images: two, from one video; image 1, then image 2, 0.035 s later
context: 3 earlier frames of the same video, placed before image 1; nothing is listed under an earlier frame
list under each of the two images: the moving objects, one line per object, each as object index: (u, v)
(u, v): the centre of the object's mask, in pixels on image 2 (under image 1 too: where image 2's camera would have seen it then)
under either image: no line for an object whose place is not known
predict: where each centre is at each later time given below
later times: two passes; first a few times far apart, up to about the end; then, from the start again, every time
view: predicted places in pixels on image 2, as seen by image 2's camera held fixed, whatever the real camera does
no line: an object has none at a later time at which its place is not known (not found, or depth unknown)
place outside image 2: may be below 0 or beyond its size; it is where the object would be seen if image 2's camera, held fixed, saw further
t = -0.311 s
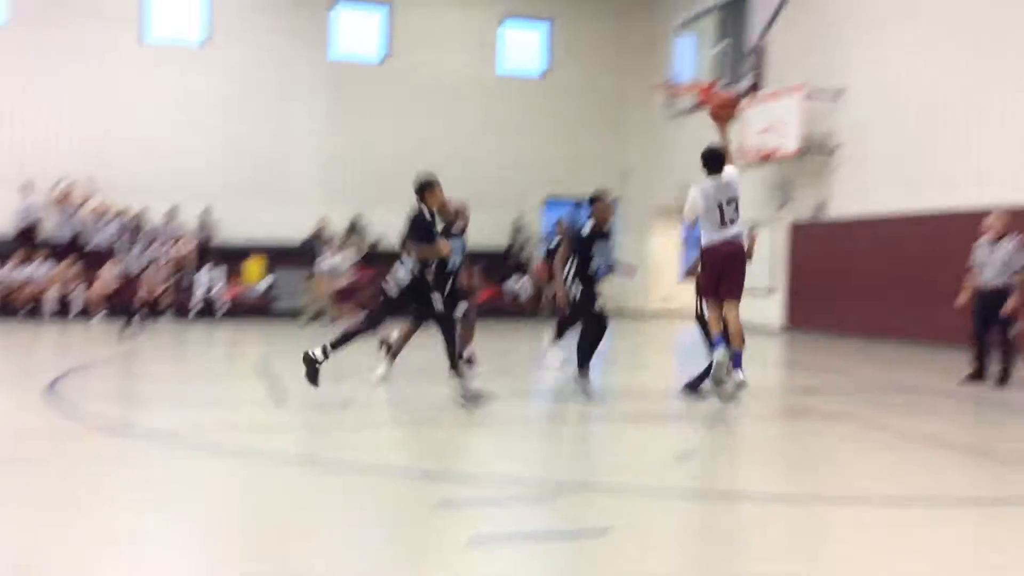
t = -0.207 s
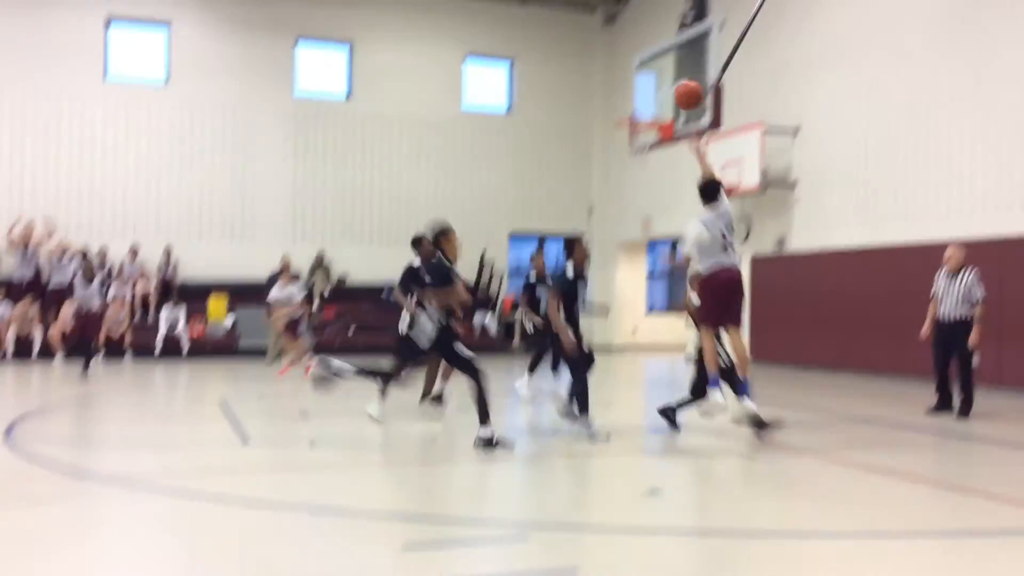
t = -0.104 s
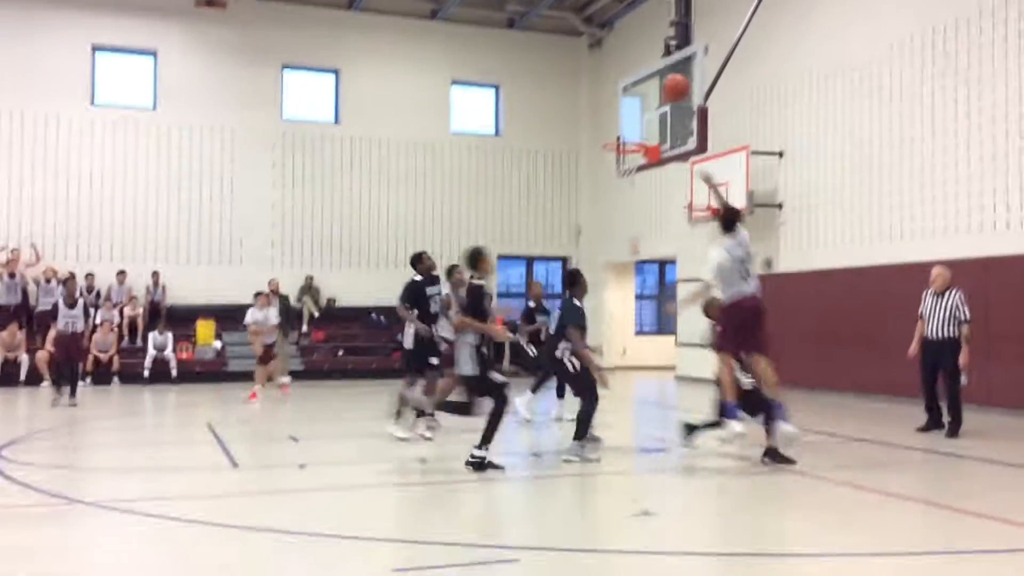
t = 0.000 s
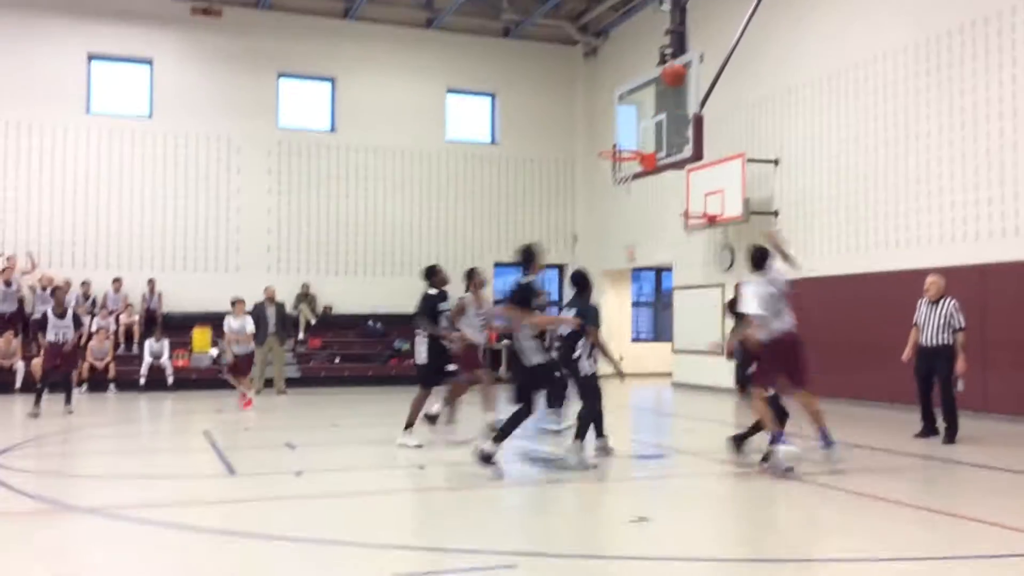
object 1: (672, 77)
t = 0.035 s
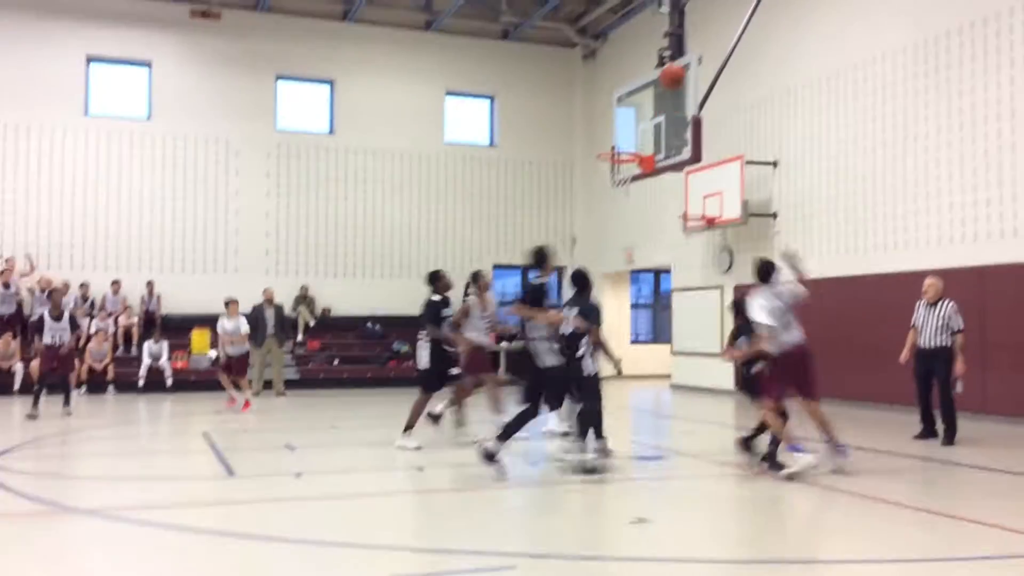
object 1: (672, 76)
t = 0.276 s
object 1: (674, 93)
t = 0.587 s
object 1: (605, 135)
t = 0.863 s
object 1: (557, 131)
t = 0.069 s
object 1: (672, 76)
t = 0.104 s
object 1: (673, 76)
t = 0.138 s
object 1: (672, 77)
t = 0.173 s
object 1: (673, 81)
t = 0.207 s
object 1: (674, 83)
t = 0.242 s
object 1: (674, 88)
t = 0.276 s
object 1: (674, 93)
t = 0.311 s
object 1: (668, 97)
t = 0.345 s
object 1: (660, 102)
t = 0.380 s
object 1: (651, 107)
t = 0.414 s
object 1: (643, 114)
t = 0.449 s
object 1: (635, 121)
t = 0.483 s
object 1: (627, 129)
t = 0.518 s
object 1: (617, 140)
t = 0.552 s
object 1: (611, 140)
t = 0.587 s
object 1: (605, 135)
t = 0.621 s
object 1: (599, 131)
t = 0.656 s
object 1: (593, 128)
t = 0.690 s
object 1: (587, 126)
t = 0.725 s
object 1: (581, 124)
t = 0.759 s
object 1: (576, 125)
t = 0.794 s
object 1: (570, 126)
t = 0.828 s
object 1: (563, 128)
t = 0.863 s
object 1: (557, 131)
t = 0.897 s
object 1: (551, 136)
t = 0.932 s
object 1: (545, 141)
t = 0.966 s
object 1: (538, 147)
